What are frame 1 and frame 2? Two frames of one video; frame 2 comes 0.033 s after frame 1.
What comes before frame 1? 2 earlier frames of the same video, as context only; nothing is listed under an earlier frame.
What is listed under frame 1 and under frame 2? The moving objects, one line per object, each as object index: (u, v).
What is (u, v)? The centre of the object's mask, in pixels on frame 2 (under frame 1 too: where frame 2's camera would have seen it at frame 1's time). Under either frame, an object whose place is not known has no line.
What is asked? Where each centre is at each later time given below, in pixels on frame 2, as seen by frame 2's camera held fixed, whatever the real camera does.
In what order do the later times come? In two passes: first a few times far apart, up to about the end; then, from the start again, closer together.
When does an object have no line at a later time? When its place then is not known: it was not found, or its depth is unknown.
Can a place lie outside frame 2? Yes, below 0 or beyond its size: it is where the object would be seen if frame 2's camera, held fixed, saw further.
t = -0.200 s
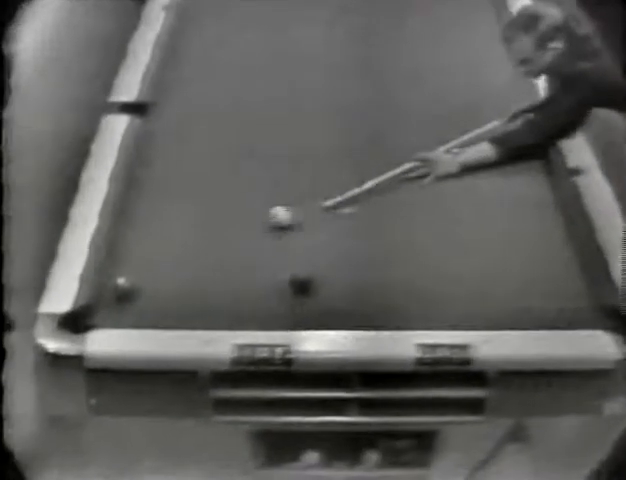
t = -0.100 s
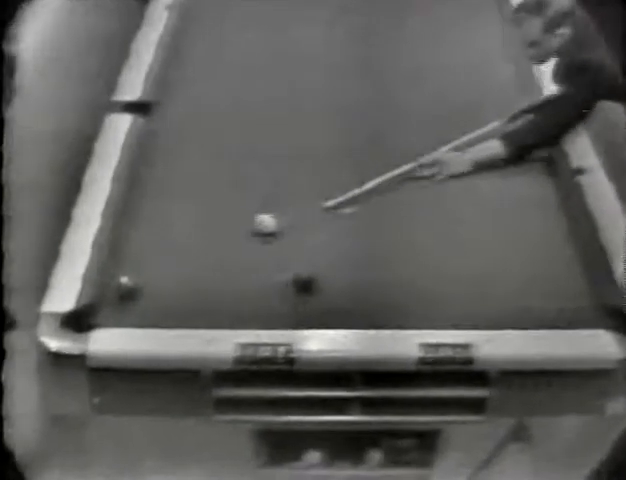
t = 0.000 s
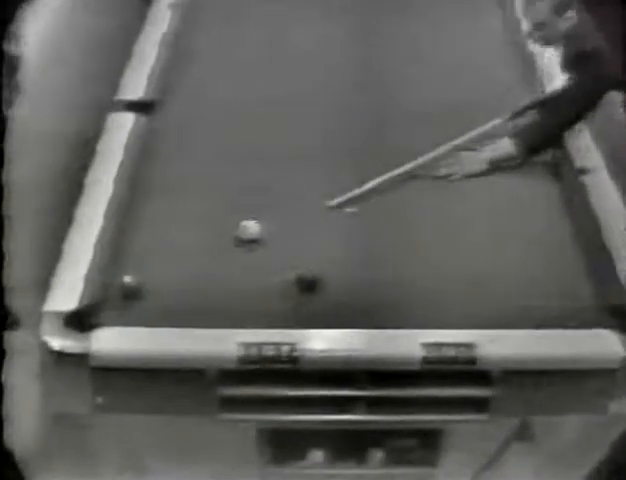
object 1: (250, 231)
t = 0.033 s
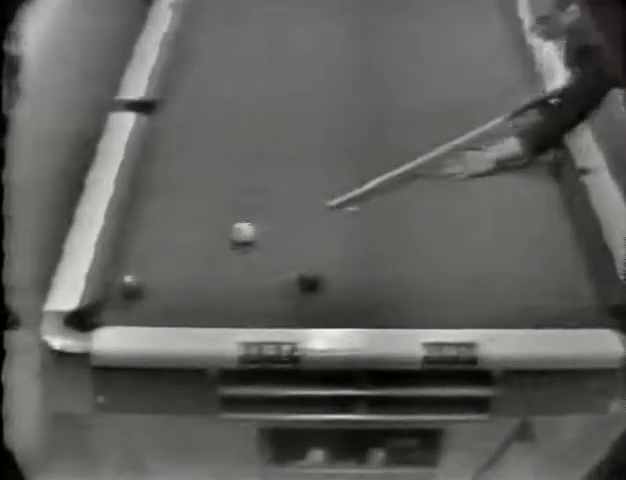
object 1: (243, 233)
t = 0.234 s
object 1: (205, 249)
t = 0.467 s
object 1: (162, 267)
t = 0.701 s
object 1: (131, 275)
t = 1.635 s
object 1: (156, 278)
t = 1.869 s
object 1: (164, 278)
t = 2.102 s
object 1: (168, 277)
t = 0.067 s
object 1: (237, 236)
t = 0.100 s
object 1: (230, 239)
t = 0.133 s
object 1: (224, 242)
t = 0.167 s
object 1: (217, 244)
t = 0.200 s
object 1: (211, 247)
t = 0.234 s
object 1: (205, 249)
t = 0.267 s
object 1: (199, 252)
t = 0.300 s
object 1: (193, 255)
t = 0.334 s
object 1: (186, 257)
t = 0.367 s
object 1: (180, 260)
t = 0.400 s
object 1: (174, 262)
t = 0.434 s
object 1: (170, 265)
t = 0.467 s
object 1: (162, 267)
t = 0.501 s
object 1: (156, 269)
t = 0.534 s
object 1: (150, 272)
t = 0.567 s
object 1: (144, 274)
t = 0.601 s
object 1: (141, 274)
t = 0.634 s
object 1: (138, 275)
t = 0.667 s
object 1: (134, 275)
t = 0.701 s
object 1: (131, 275)
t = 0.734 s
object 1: (127, 276)
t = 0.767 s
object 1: (122, 275)
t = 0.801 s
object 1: (120, 276)
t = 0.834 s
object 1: (121, 276)
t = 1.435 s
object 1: (149, 278)
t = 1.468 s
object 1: (150, 278)
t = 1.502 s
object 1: (153, 278)
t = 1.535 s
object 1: (153, 278)
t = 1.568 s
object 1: (154, 278)
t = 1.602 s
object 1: (155, 278)
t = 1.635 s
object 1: (156, 278)
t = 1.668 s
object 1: (158, 278)
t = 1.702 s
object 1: (159, 278)
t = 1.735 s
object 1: (160, 278)
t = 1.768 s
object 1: (160, 278)
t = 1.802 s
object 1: (161, 278)
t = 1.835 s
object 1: (163, 278)
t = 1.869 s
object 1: (164, 278)
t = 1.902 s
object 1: (165, 278)
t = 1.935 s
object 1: (165, 278)
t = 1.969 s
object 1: (166, 278)
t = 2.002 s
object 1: (166, 277)
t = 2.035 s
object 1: (166, 277)
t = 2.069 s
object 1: (167, 277)
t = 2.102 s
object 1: (168, 277)
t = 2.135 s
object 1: (168, 277)
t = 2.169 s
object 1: (168, 277)
